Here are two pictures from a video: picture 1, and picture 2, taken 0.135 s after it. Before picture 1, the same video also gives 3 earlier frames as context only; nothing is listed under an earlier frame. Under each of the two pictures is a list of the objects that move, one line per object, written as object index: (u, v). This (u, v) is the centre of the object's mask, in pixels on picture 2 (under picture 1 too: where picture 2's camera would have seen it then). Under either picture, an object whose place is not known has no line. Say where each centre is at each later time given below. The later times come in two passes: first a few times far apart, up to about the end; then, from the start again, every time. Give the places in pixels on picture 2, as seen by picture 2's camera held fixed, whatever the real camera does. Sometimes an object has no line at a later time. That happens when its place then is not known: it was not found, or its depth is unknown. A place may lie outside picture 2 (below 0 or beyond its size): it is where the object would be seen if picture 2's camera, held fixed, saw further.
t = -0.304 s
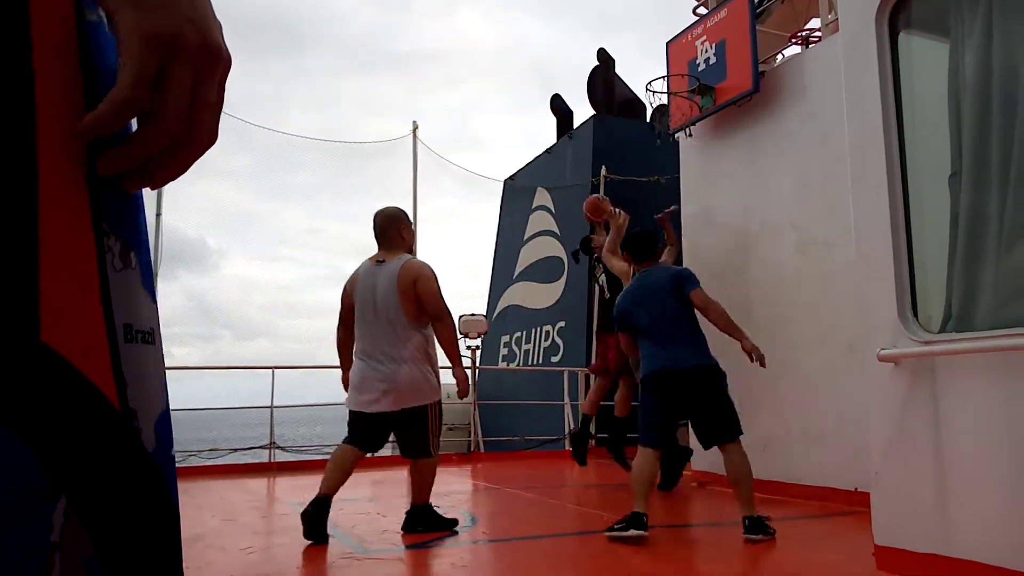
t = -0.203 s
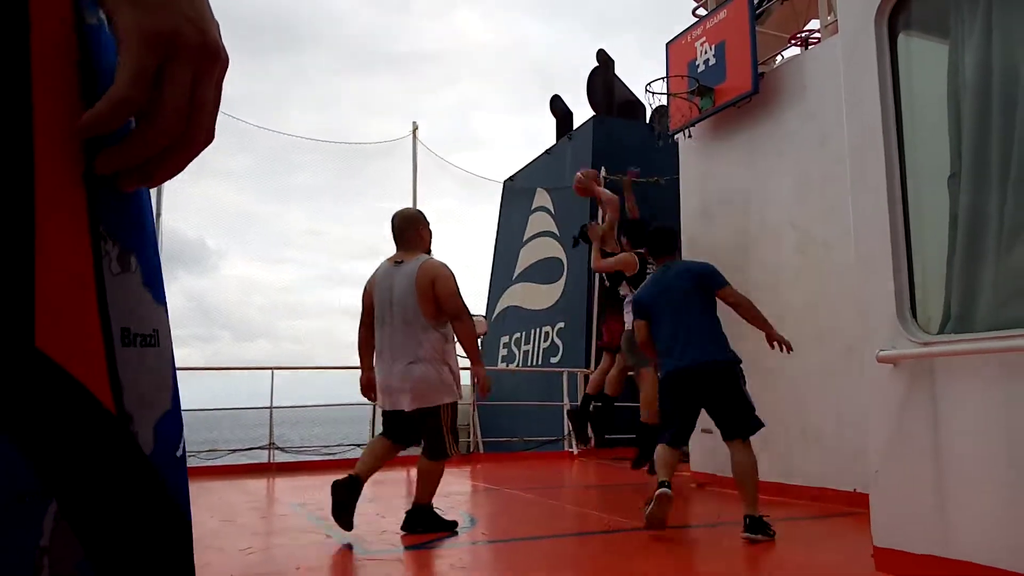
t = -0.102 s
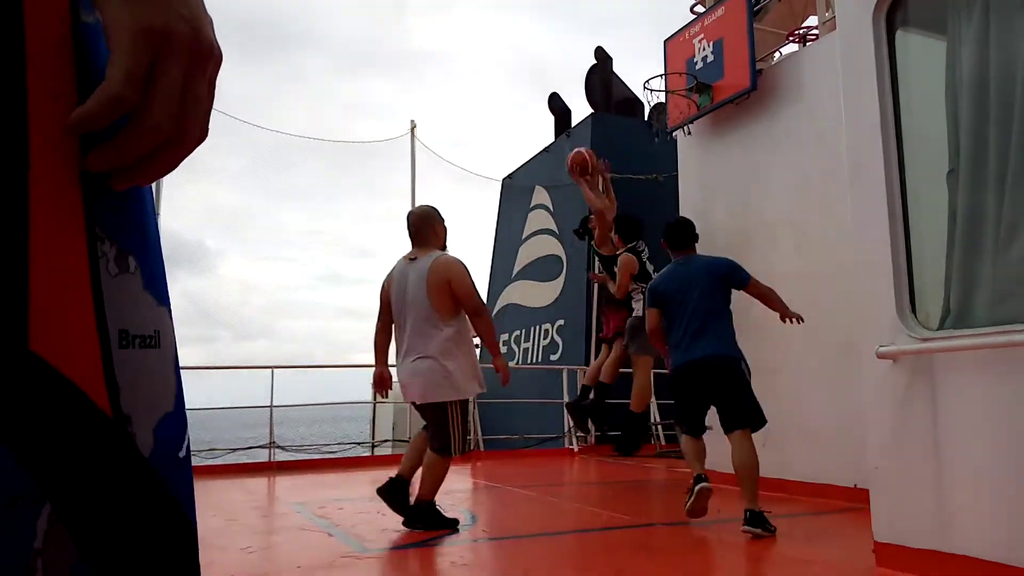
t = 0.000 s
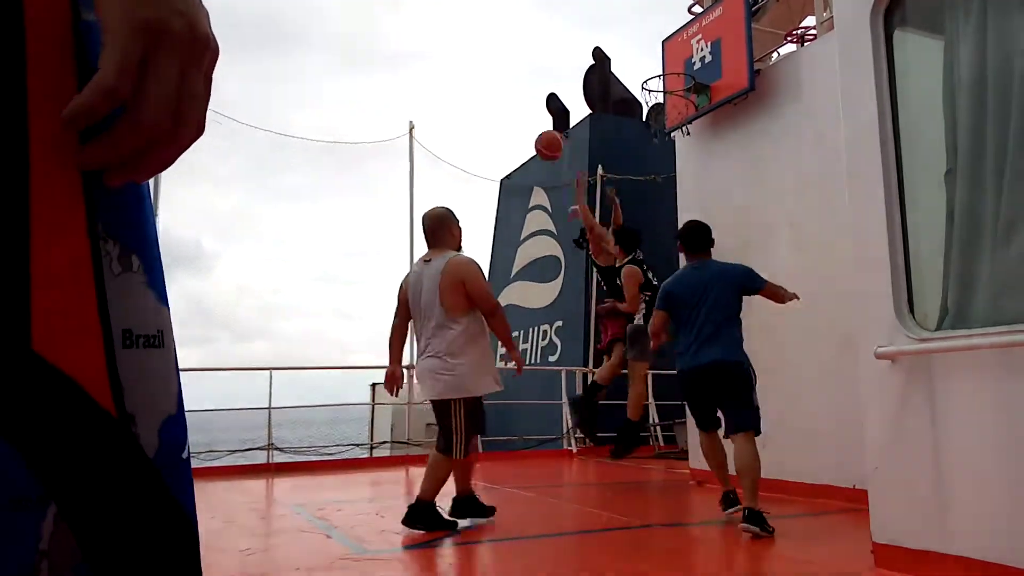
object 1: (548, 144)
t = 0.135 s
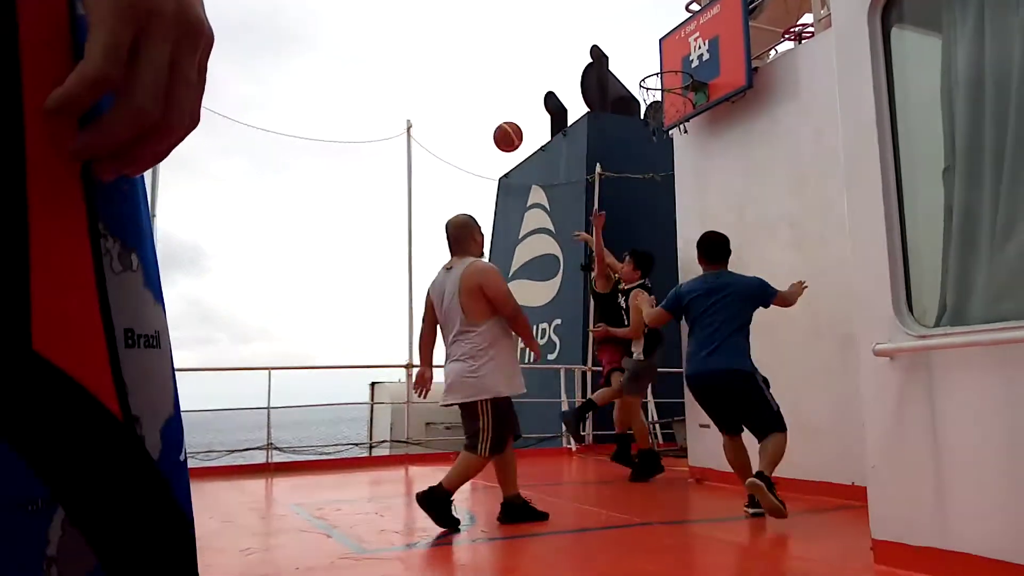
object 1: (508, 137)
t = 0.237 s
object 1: (479, 146)
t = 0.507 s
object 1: (406, 233)
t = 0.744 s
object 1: (342, 391)
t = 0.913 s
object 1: (309, 434)
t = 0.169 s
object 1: (498, 138)
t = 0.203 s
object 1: (489, 142)
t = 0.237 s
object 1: (479, 146)
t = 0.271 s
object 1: (470, 152)
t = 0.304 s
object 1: (460, 159)
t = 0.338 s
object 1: (451, 167)
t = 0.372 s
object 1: (442, 177)
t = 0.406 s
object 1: (433, 189)
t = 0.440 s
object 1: (424, 202)
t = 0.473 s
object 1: (415, 217)
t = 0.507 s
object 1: (406, 233)
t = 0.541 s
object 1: (397, 250)
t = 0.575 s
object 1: (388, 269)
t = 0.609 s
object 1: (379, 290)
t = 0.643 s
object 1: (370, 313)
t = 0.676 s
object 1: (361, 337)
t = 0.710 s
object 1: (352, 363)
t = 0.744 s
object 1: (342, 391)
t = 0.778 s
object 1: (333, 422)
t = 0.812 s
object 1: (323, 452)
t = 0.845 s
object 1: (316, 479)
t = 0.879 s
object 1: (312, 456)
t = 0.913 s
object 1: (309, 434)
